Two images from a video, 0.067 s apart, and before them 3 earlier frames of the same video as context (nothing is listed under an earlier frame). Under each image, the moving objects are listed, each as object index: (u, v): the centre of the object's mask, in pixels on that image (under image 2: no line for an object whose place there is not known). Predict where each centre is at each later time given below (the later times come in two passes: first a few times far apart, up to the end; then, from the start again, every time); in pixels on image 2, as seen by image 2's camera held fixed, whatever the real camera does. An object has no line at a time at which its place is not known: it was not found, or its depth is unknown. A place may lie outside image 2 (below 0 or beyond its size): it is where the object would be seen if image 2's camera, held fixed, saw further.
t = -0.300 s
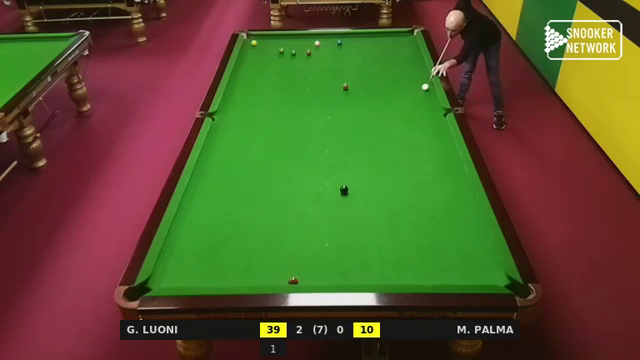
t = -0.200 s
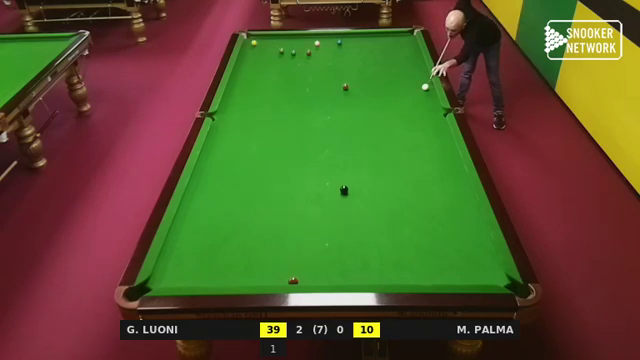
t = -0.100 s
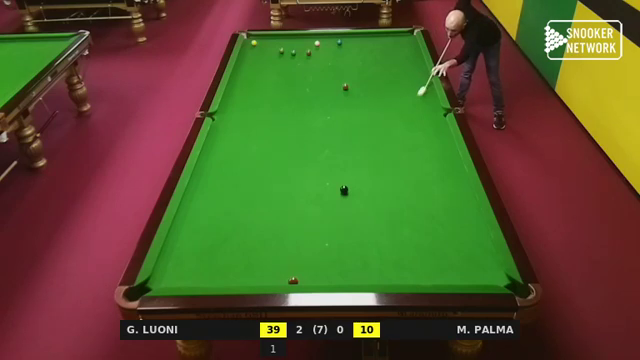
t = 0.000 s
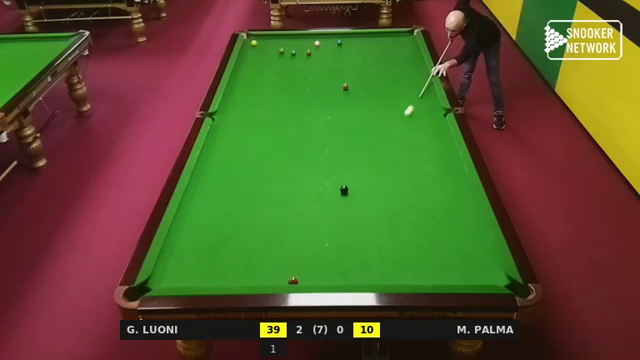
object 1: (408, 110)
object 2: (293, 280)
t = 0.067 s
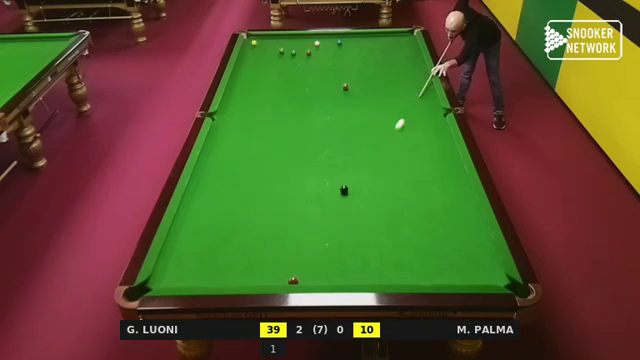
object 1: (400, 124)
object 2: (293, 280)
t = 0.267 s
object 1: (371, 167)
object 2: (293, 280)
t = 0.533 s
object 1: (332, 227)
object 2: (293, 280)
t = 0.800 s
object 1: (305, 279)
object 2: (284, 273)
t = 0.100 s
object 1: (395, 131)
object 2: (293, 280)
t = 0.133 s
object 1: (390, 138)
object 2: (293, 280)
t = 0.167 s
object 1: (386, 145)
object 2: (293, 280)
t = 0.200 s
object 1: (381, 152)
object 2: (293, 280)
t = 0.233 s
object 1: (376, 159)
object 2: (293, 280)
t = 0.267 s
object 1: (371, 167)
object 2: (293, 280)
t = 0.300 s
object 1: (366, 174)
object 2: (293, 280)
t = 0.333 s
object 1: (361, 182)
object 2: (293, 280)
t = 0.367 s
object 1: (357, 189)
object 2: (293, 280)
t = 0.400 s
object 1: (352, 197)
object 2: (293, 280)
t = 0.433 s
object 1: (346, 204)
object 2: (293, 280)
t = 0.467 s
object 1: (342, 212)
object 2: (293, 280)
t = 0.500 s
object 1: (337, 219)
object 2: (293, 280)
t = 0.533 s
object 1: (332, 227)
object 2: (293, 280)
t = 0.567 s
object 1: (327, 234)
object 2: (293, 280)
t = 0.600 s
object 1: (322, 242)
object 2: (293, 280)
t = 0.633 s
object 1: (317, 250)
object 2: (293, 280)
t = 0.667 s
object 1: (311, 258)
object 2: (293, 280)
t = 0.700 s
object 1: (306, 267)
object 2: (293, 281)
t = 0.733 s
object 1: (301, 274)
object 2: (295, 281)
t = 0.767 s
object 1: (303, 278)
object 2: (288, 278)
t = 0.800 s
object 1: (305, 279)
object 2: (284, 273)
